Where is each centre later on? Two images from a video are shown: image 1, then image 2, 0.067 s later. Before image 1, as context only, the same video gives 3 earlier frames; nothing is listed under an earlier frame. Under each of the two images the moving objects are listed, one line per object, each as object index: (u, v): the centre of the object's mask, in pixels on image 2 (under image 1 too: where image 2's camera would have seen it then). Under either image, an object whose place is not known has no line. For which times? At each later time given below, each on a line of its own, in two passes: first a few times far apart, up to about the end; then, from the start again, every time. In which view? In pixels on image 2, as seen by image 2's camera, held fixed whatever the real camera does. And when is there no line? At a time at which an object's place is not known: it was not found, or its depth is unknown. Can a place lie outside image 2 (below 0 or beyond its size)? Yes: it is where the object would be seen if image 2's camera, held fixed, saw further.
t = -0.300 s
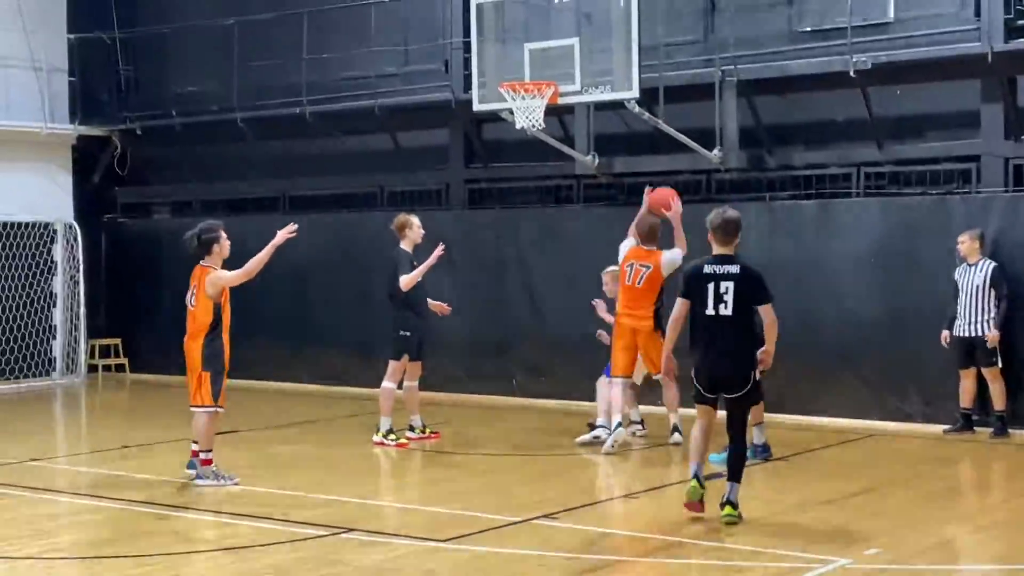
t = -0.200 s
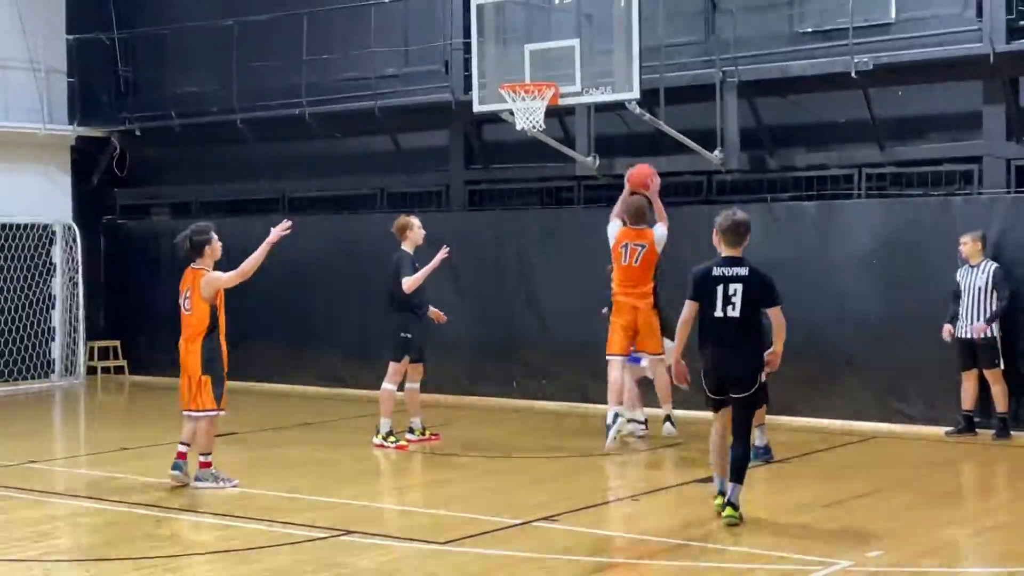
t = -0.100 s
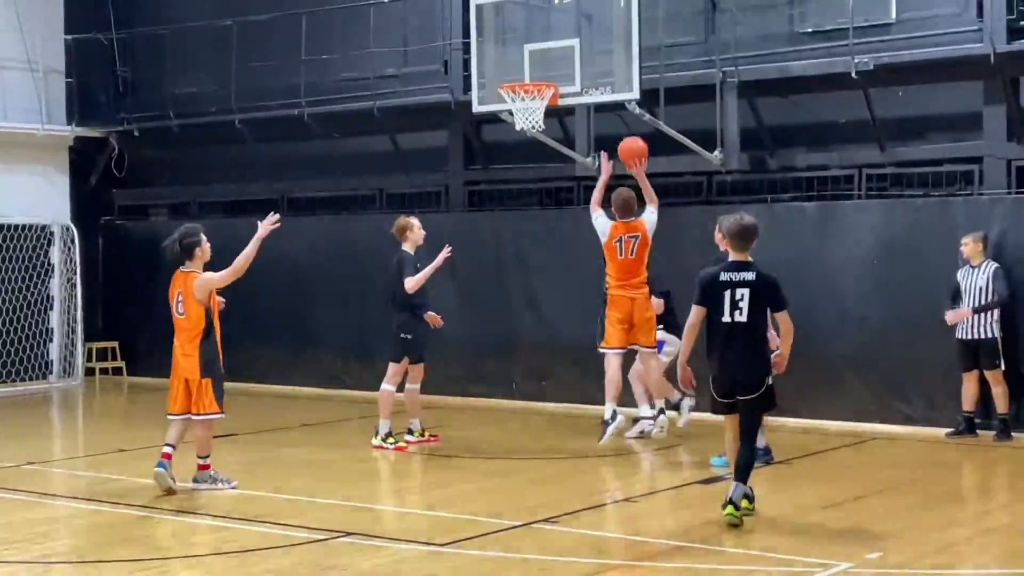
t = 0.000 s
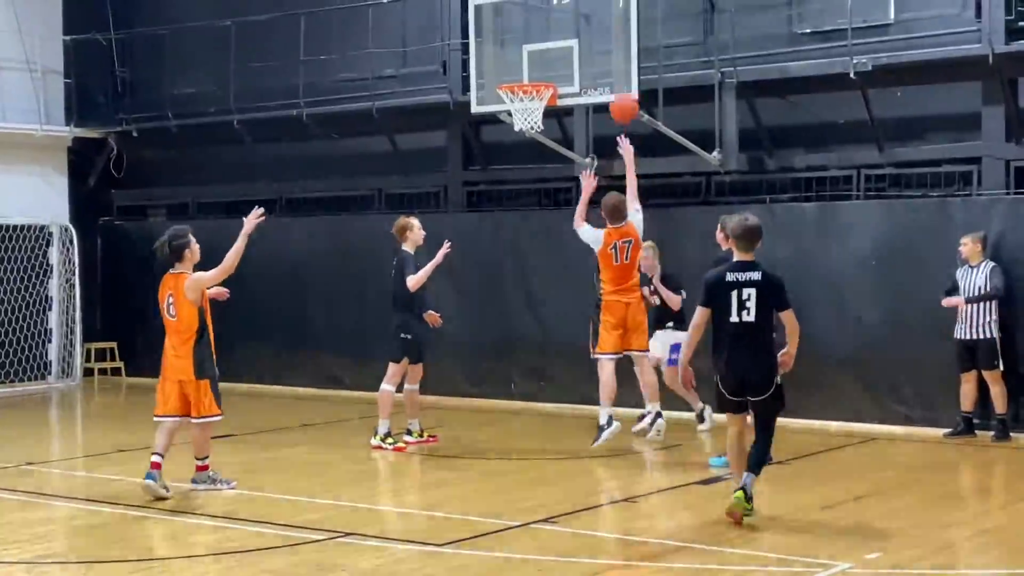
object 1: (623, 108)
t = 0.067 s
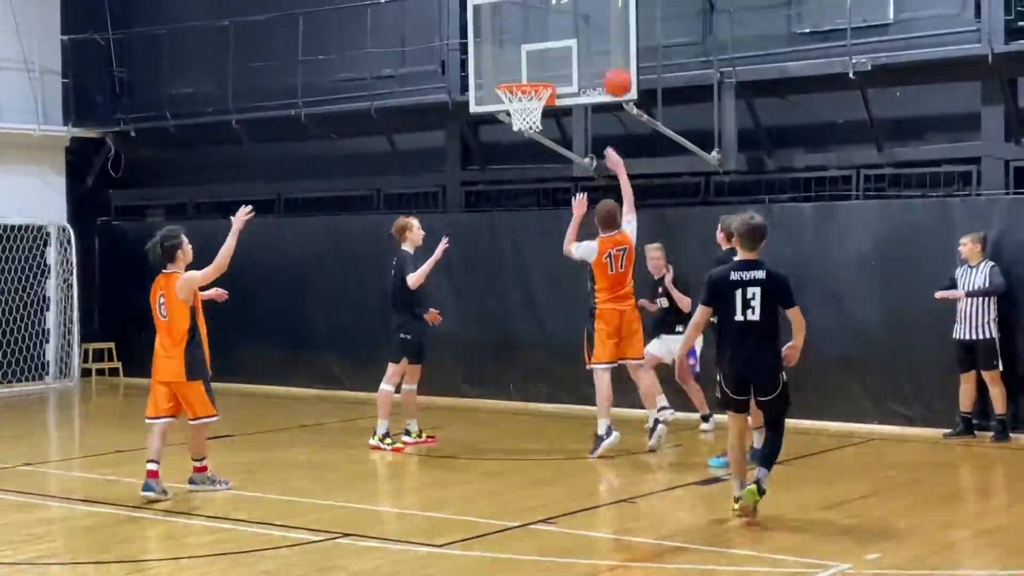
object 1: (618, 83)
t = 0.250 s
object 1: (579, 57)
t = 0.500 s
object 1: (513, 94)
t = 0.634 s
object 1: (479, 145)
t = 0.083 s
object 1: (615, 75)
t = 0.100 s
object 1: (615, 71)
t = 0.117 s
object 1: (614, 70)
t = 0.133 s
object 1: (610, 66)
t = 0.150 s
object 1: (605, 64)
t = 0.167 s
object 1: (602, 62)
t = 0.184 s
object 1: (596, 60)
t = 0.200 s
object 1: (593, 58)
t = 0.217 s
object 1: (588, 58)
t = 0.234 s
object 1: (584, 58)
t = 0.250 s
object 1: (579, 57)
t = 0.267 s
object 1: (575, 57)
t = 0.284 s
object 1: (570, 58)
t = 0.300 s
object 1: (565, 59)
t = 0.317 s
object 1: (562, 60)
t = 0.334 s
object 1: (557, 61)
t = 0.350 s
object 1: (552, 64)
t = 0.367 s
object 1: (549, 65)
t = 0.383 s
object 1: (544, 68)
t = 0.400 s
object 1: (539, 70)
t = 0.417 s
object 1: (536, 73)
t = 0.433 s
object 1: (532, 77)
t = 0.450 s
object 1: (526, 82)
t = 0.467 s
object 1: (524, 85)
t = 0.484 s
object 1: (517, 89)
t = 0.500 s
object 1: (513, 94)
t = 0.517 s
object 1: (509, 99)
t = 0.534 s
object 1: (504, 104)
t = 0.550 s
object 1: (500, 112)
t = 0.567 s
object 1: (496, 118)
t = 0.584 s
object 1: (492, 125)
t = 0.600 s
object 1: (487, 131)
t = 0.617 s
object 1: (483, 137)
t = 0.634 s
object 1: (479, 145)
